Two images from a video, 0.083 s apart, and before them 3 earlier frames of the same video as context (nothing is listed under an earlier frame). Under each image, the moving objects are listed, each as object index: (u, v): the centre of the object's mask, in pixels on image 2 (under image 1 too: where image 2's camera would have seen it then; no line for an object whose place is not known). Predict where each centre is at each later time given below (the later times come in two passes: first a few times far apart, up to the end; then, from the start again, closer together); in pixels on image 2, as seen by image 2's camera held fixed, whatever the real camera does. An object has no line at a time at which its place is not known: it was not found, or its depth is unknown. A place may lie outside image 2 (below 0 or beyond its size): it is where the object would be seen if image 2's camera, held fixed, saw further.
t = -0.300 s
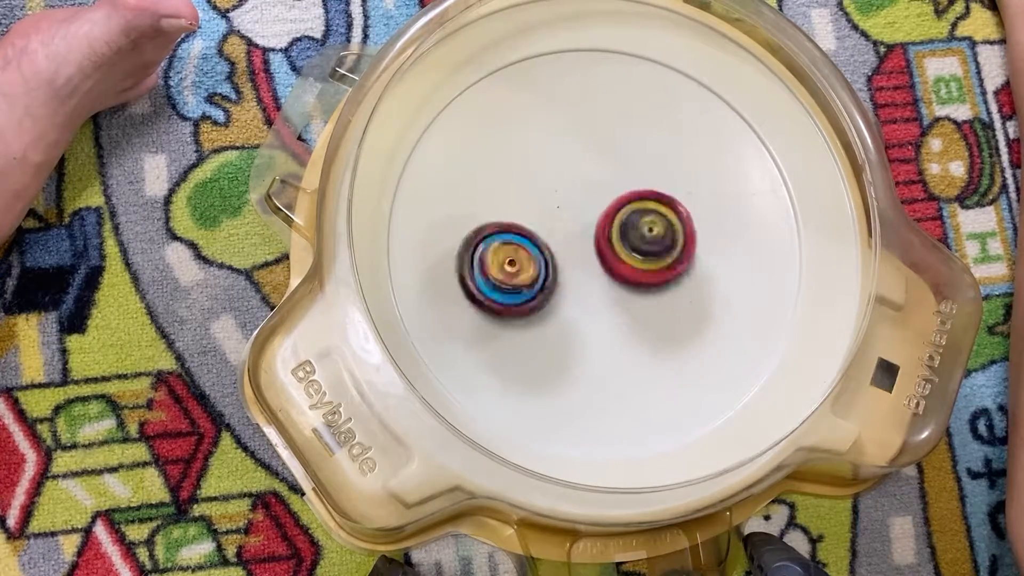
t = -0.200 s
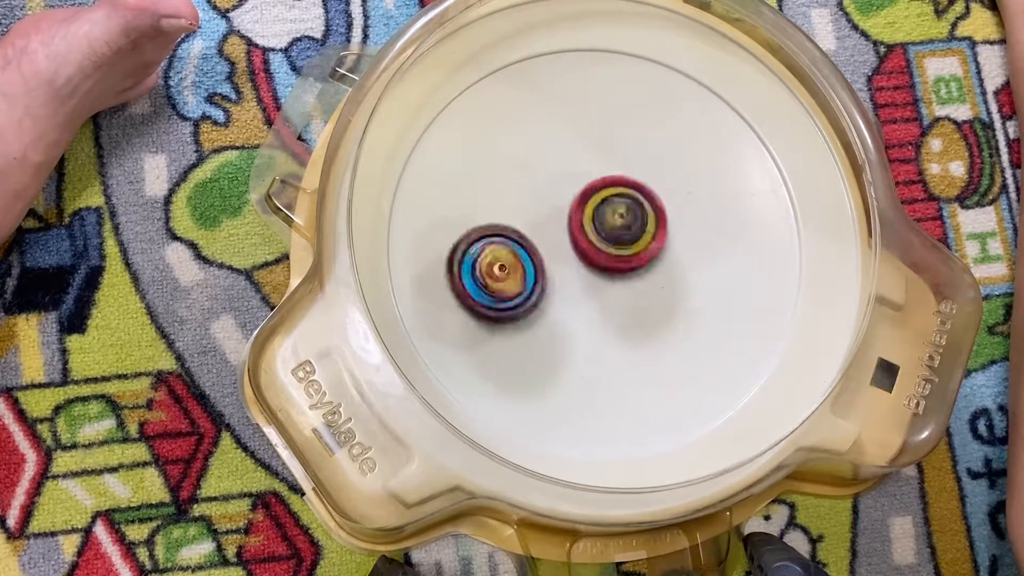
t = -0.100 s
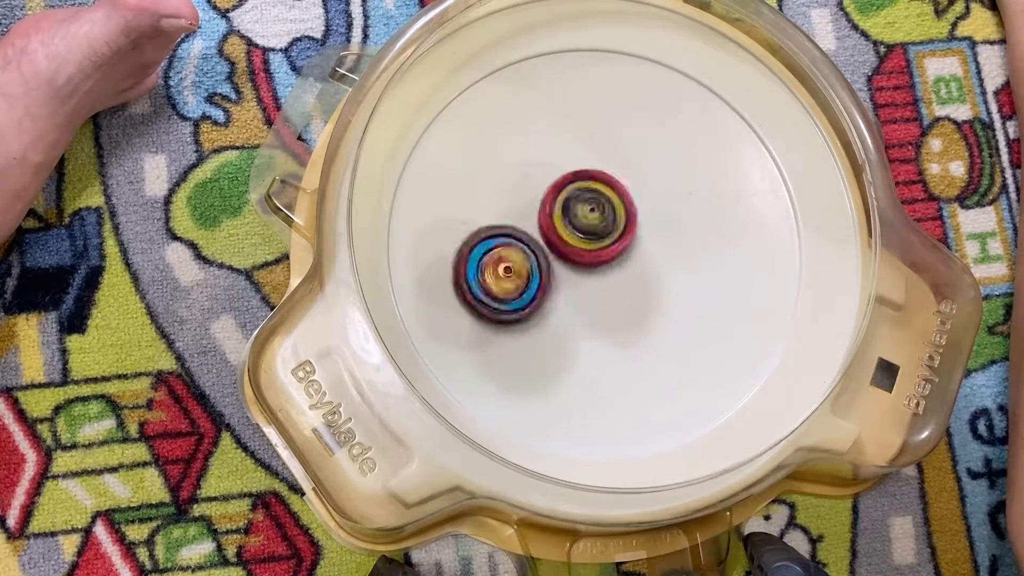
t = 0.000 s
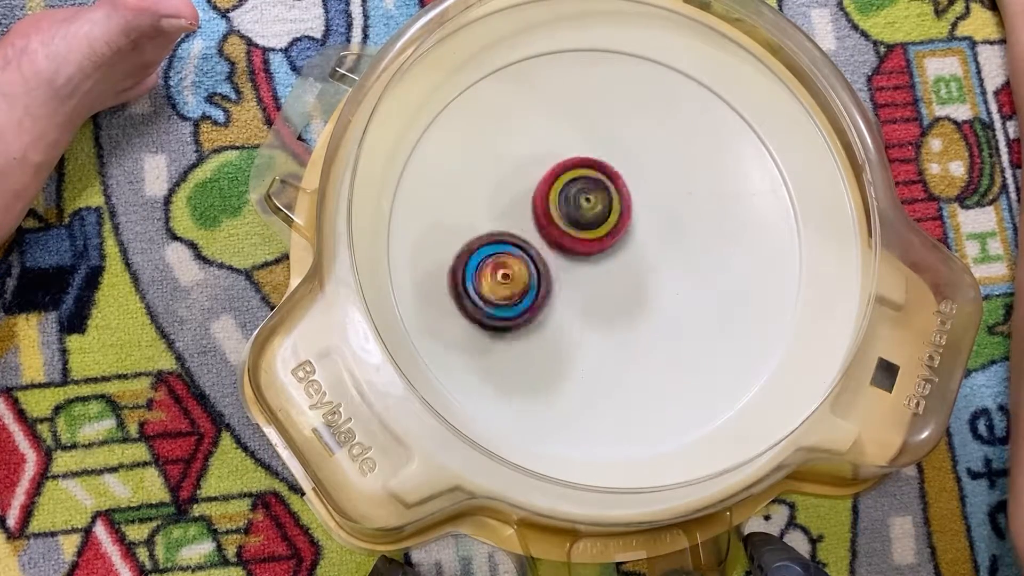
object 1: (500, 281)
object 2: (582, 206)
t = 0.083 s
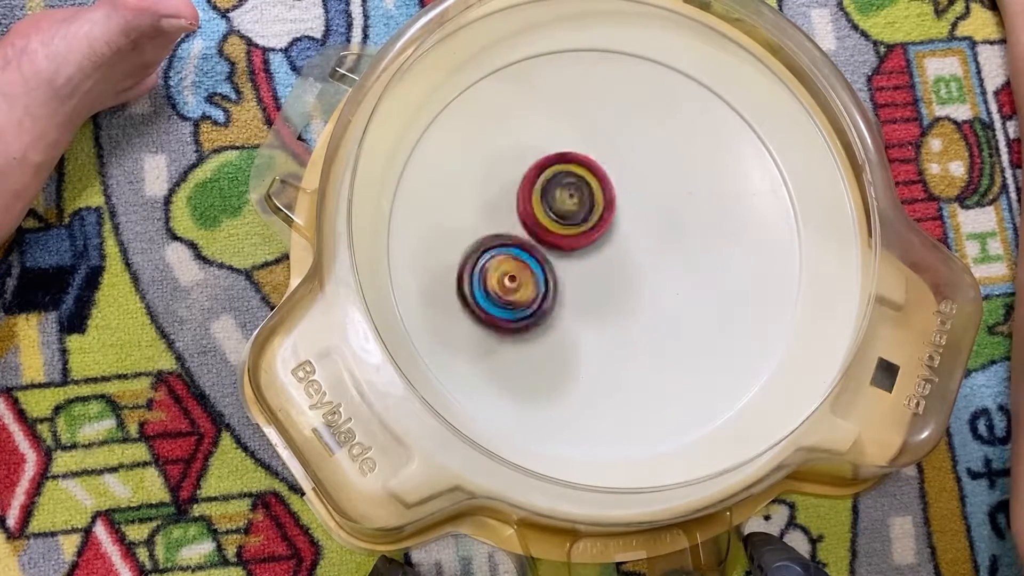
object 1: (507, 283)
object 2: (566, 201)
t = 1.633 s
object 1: (571, 377)
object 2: (569, 188)
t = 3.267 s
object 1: (557, 239)
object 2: (661, 253)
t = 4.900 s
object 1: (657, 195)
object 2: (578, 241)
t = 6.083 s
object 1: (564, 297)
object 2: (624, 234)
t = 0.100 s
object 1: (509, 285)
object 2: (562, 201)
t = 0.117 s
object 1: (510, 286)
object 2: (560, 200)
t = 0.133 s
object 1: (509, 289)
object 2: (561, 197)
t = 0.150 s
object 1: (510, 295)
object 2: (561, 194)
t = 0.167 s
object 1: (511, 298)
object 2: (561, 192)
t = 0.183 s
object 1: (512, 302)
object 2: (561, 190)
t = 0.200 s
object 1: (515, 306)
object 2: (561, 190)
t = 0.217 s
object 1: (517, 310)
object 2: (560, 188)
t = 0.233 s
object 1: (520, 312)
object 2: (560, 188)
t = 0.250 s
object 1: (524, 316)
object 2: (559, 189)
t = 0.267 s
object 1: (527, 318)
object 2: (560, 189)
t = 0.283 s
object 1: (531, 320)
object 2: (560, 190)
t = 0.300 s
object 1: (536, 321)
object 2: (560, 190)
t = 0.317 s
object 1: (540, 322)
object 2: (561, 192)
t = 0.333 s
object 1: (544, 322)
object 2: (561, 192)
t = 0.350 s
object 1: (551, 322)
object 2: (563, 194)
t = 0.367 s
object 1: (555, 322)
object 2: (565, 196)
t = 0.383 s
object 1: (560, 321)
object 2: (567, 197)
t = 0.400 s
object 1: (566, 319)
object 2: (569, 199)
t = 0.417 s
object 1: (571, 318)
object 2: (572, 201)
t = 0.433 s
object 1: (576, 315)
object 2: (575, 203)
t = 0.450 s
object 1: (582, 311)
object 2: (578, 204)
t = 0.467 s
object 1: (587, 309)
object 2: (582, 206)
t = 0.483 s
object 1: (592, 305)
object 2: (585, 206)
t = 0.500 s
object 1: (595, 305)
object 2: (590, 204)
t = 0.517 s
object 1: (599, 303)
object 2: (594, 202)
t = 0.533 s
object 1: (604, 302)
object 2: (597, 200)
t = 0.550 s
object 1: (609, 301)
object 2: (601, 199)
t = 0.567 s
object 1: (613, 300)
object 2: (604, 197)
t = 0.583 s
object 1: (617, 297)
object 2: (608, 196)
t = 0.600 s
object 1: (621, 294)
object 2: (611, 193)
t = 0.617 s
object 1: (626, 291)
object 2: (614, 192)
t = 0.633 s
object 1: (629, 290)
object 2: (616, 190)
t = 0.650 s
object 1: (633, 286)
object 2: (619, 188)
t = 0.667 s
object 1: (636, 284)
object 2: (622, 185)
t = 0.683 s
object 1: (639, 282)
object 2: (624, 181)
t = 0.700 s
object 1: (642, 280)
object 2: (627, 178)
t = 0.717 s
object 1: (646, 280)
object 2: (628, 175)
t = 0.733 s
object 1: (649, 277)
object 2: (631, 172)
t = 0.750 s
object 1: (650, 274)
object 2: (631, 169)
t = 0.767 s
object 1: (654, 272)
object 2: (633, 166)
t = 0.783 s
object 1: (656, 269)
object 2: (633, 164)
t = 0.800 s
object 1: (657, 267)
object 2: (634, 161)
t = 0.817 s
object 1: (658, 264)
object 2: (634, 158)
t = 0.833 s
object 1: (659, 260)
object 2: (634, 156)
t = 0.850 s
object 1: (660, 257)
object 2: (634, 154)
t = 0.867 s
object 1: (659, 253)
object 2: (632, 152)
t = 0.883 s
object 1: (659, 251)
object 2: (630, 151)
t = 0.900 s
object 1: (659, 249)
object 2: (628, 149)
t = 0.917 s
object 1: (658, 251)
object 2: (626, 143)
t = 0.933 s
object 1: (657, 251)
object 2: (622, 137)
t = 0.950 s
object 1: (656, 252)
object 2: (620, 132)
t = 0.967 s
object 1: (655, 252)
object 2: (618, 130)
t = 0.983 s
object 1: (653, 253)
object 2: (614, 127)
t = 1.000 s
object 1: (652, 254)
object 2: (611, 126)
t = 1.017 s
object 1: (649, 255)
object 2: (606, 125)
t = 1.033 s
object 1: (648, 255)
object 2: (603, 124)
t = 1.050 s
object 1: (646, 254)
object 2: (599, 125)
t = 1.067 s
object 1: (644, 255)
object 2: (595, 126)
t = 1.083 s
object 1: (641, 256)
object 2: (591, 128)
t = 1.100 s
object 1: (638, 257)
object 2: (587, 130)
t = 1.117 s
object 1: (635, 257)
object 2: (585, 133)
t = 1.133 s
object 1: (632, 258)
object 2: (581, 137)
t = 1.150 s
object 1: (630, 259)
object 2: (578, 141)
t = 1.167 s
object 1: (626, 260)
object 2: (576, 146)
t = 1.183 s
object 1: (623, 260)
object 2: (574, 150)
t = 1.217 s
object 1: (619, 262)
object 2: (571, 161)
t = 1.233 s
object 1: (614, 262)
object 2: (571, 165)
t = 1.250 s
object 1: (611, 262)
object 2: (570, 171)
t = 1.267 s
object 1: (610, 274)
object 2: (570, 166)
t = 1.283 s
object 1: (608, 289)
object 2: (569, 156)
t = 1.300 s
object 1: (607, 303)
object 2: (569, 147)
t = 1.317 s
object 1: (605, 312)
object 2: (569, 140)
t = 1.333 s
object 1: (603, 317)
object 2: (569, 134)
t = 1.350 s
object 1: (601, 322)
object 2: (569, 130)
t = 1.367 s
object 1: (600, 326)
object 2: (569, 128)
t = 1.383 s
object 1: (599, 332)
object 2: (569, 127)
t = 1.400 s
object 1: (597, 336)
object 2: (569, 129)
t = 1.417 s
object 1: (597, 341)
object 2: (568, 132)
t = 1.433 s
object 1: (596, 345)
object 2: (567, 135)
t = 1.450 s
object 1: (595, 350)
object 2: (566, 139)
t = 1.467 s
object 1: (593, 354)
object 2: (565, 143)
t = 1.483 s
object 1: (592, 357)
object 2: (565, 147)
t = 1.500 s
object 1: (590, 361)
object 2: (564, 152)
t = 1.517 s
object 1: (588, 364)
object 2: (564, 156)
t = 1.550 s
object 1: (583, 371)
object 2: (565, 165)
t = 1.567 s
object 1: (581, 373)
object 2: (566, 170)
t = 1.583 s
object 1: (579, 375)
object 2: (567, 174)
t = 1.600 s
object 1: (576, 376)
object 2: (567, 179)
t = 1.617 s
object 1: (574, 377)
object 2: (568, 183)
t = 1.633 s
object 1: (571, 377)
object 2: (569, 188)
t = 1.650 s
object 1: (570, 377)
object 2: (570, 192)
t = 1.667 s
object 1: (567, 377)
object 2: (571, 196)
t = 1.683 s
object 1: (565, 375)
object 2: (572, 201)
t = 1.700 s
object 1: (564, 373)
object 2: (573, 206)
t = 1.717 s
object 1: (563, 371)
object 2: (575, 210)
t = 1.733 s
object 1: (562, 369)
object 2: (576, 214)
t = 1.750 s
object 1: (560, 367)
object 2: (577, 219)
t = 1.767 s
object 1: (559, 363)
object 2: (578, 222)
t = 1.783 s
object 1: (558, 358)
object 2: (579, 227)
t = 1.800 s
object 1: (559, 354)
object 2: (580, 231)
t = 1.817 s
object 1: (559, 351)
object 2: (582, 235)
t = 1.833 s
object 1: (559, 348)
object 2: (583, 240)
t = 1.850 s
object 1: (559, 344)
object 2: (584, 244)
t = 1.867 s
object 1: (558, 339)
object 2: (586, 247)
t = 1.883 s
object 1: (552, 344)
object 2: (593, 240)
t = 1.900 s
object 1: (544, 348)
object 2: (601, 232)
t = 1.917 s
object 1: (541, 348)
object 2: (609, 224)
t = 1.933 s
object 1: (539, 349)
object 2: (616, 216)
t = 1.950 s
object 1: (538, 349)
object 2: (623, 210)
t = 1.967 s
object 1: (539, 350)
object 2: (629, 205)
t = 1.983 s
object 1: (538, 352)
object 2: (634, 201)
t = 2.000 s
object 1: (536, 352)
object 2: (638, 199)
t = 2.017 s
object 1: (535, 351)
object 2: (640, 199)
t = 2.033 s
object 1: (534, 348)
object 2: (642, 198)
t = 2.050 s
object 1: (534, 345)
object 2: (644, 197)
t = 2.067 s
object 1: (537, 345)
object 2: (645, 197)
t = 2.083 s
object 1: (537, 345)
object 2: (647, 195)
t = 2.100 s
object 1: (537, 344)
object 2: (649, 195)
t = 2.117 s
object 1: (537, 342)
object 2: (650, 195)
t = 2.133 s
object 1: (537, 337)
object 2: (651, 195)
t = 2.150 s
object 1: (539, 332)
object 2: (652, 194)
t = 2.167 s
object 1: (542, 327)
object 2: (652, 195)
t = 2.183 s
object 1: (545, 324)
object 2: (652, 195)
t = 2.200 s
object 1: (548, 322)
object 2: (651, 195)
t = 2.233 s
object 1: (553, 316)
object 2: (650, 198)
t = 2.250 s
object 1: (557, 313)
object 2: (650, 199)
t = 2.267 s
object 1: (559, 309)
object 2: (648, 201)
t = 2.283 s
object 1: (562, 304)
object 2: (647, 202)
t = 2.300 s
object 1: (567, 300)
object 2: (647, 205)
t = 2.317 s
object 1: (571, 295)
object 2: (645, 208)
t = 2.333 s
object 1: (575, 290)
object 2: (644, 211)
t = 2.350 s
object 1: (580, 287)
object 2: (644, 213)
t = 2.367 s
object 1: (578, 285)
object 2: (647, 214)
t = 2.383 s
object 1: (577, 281)
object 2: (649, 213)
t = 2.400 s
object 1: (573, 280)
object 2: (656, 211)
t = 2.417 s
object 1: (570, 277)
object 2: (660, 209)
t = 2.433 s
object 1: (571, 275)
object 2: (664, 208)
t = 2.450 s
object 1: (572, 274)
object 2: (666, 206)
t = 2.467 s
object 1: (572, 274)
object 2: (668, 206)
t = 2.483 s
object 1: (572, 274)
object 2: (671, 204)
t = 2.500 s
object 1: (571, 274)
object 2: (673, 203)
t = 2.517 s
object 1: (569, 273)
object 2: (675, 202)
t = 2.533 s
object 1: (568, 270)
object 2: (677, 200)
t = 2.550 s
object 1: (568, 268)
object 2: (679, 199)
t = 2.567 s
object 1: (570, 266)
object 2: (680, 198)
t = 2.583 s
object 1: (571, 265)
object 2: (681, 197)
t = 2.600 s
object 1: (572, 264)
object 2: (681, 196)
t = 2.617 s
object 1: (573, 265)
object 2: (681, 196)
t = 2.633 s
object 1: (573, 264)
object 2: (680, 195)
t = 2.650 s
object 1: (573, 263)
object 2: (680, 195)
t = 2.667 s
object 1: (573, 261)
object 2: (678, 196)
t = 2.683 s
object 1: (574, 259)
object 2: (676, 197)
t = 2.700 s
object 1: (576, 256)
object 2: (674, 197)
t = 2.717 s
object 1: (579, 254)
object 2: (673, 199)
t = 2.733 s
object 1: (581, 253)
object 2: (670, 200)
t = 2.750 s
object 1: (583, 253)
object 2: (668, 202)
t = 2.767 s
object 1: (582, 253)
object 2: (668, 203)
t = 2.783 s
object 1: (574, 254)
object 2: (672, 204)
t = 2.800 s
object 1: (567, 252)
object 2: (675, 204)
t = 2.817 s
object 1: (563, 249)
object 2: (678, 205)
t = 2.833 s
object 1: (560, 244)
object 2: (680, 206)
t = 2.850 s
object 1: (560, 241)
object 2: (681, 206)
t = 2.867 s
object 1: (559, 241)
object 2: (683, 206)
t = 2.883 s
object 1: (557, 241)
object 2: (685, 208)
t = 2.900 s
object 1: (556, 242)
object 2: (686, 208)
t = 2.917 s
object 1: (553, 242)
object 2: (687, 209)
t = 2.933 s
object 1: (551, 242)
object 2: (688, 212)
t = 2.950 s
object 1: (548, 242)
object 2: (688, 213)
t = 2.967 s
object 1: (546, 242)
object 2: (688, 214)
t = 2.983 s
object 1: (543, 241)
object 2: (689, 216)
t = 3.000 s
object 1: (543, 240)
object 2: (688, 218)
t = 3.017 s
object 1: (542, 240)
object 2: (687, 219)
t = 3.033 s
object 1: (542, 240)
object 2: (687, 221)
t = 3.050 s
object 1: (541, 240)
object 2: (685, 225)
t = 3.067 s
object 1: (541, 239)
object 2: (683, 226)
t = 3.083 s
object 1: (541, 239)
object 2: (682, 227)
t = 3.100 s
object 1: (541, 239)
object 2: (681, 230)
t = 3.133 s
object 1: (543, 238)
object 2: (677, 235)
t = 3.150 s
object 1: (544, 239)
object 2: (676, 237)
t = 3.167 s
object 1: (545, 239)
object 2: (674, 240)
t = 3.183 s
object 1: (545, 239)
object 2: (672, 242)
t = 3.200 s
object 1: (546, 238)
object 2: (670, 244)
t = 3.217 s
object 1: (548, 238)
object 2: (668, 246)
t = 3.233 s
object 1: (551, 238)
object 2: (665, 248)
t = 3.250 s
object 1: (553, 238)
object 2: (663, 250)
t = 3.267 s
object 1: (557, 239)
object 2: (661, 253)
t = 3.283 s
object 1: (559, 240)
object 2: (659, 256)
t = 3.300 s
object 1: (557, 239)
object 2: (665, 262)
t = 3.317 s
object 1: (554, 238)
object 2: (669, 268)
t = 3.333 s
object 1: (552, 235)
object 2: (675, 272)
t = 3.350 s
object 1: (552, 233)
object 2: (680, 278)
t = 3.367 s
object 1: (554, 230)
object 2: (682, 281)
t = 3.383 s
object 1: (555, 229)
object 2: (683, 284)
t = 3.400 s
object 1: (558, 229)
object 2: (685, 286)
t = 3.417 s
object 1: (561, 230)
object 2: (686, 289)
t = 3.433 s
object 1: (564, 231)
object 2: (687, 290)
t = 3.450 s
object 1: (566, 233)
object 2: (688, 292)
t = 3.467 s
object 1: (566, 234)
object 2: (690, 294)
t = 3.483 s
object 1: (566, 234)
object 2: (690, 297)
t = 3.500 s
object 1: (566, 235)
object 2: (690, 300)
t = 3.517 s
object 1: (565, 236)
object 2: (691, 301)
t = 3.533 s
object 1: (565, 237)
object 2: (691, 304)
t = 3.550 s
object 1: (565, 237)
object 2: (691, 306)
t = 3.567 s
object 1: (567, 237)
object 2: (690, 308)
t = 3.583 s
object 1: (570, 236)
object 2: (689, 310)
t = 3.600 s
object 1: (573, 236)
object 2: (688, 312)
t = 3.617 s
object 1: (576, 238)
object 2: (687, 314)
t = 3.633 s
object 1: (579, 240)
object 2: (685, 316)
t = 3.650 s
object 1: (582, 242)
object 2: (684, 317)
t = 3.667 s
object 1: (584, 243)
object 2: (682, 318)
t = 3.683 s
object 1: (587, 246)
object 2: (678, 319)
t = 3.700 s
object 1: (589, 249)
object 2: (676, 320)
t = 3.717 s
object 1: (590, 252)
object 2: (674, 320)
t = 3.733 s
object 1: (590, 254)
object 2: (671, 322)
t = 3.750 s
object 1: (589, 253)
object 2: (671, 327)
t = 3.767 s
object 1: (587, 251)
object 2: (670, 330)
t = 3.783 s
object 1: (584, 250)
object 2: (669, 333)
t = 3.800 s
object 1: (583, 247)
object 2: (668, 337)
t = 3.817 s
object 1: (584, 245)
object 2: (667, 337)
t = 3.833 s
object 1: (585, 244)
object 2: (666, 339)
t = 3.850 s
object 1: (587, 242)
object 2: (665, 340)
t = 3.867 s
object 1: (590, 241)
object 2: (664, 343)
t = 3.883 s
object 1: (594, 242)
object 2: (663, 343)
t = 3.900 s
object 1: (596, 243)
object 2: (661, 344)
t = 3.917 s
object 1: (599, 243)
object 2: (659, 345)
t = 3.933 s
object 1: (602, 245)
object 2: (656, 346)
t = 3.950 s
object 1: (605, 247)
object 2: (654, 346)
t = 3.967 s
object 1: (607, 250)
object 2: (652, 346)
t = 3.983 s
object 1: (608, 252)
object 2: (649, 345)
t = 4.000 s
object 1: (608, 253)
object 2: (646, 345)
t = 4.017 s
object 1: (608, 252)
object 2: (644, 346)
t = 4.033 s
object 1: (609, 247)
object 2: (641, 347)
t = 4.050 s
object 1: (610, 242)
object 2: (637, 347)
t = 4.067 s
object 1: (610, 238)
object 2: (634, 348)
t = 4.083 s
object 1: (612, 234)
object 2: (632, 346)
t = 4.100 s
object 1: (614, 231)
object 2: (629, 345)
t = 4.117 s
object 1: (617, 229)
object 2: (627, 344)
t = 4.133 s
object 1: (620, 226)
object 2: (625, 344)
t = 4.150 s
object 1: (623, 224)
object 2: (623, 342)
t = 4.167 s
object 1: (626, 223)
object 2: (620, 340)
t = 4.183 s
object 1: (629, 223)
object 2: (619, 338)
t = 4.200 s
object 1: (630, 225)
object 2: (617, 336)
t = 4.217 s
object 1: (631, 226)
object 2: (615, 334)
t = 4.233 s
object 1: (632, 227)
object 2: (613, 331)
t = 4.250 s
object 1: (633, 228)
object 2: (612, 329)
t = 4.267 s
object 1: (633, 227)
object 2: (611, 326)
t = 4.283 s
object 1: (633, 226)
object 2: (610, 324)
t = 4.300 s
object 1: (632, 225)
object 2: (609, 321)
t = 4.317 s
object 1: (632, 224)
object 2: (608, 318)
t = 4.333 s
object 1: (631, 222)
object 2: (608, 315)
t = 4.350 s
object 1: (631, 220)
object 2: (605, 314)
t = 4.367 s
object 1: (633, 216)
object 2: (601, 313)
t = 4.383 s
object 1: (635, 212)
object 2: (598, 311)
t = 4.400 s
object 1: (636, 208)
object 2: (595, 308)
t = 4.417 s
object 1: (637, 205)
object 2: (594, 305)
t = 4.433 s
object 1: (637, 203)
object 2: (594, 302)
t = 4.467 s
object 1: (637, 199)
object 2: (593, 297)
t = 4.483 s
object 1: (637, 199)
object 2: (593, 294)
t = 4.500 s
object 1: (637, 199)
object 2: (592, 289)
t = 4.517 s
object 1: (637, 199)
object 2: (591, 284)
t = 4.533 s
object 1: (636, 199)
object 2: (590, 280)
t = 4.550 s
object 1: (638, 196)
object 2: (588, 278)
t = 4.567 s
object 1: (640, 194)
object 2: (585, 277)
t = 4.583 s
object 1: (641, 194)
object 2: (584, 275)
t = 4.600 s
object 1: (641, 194)
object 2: (584, 272)
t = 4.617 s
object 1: (641, 194)
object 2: (584, 270)
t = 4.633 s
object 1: (640, 194)
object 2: (585, 267)
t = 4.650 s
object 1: (640, 194)
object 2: (585, 266)
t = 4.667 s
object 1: (640, 194)
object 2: (586, 264)
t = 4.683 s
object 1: (641, 193)
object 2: (585, 263)
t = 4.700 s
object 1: (642, 192)
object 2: (585, 262)
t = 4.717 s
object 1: (642, 191)
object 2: (584, 261)
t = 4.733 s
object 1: (643, 192)
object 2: (585, 259)
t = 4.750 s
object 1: (644, 191)
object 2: (584, 257)
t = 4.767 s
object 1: (646, 190)
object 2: (583, 256)
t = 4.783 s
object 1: (647, 190)
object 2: (582, 254)
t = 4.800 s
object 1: (648, 190)
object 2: (583, 252)
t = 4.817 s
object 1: (649, 191)
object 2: (583, 250)
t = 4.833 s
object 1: (650, 191)
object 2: (583, 249)
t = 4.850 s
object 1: (652, 191)
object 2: (582, 247)
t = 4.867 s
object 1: (654, 193)
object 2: (580, 245)
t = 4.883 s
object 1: (656, 193)
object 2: (580, 243)
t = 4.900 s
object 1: (657, 195)
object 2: (578, 241)
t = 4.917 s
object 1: (658, 196)
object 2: (578, 241)
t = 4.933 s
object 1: (659, 198)
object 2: (577, 239)
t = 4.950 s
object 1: (660, 200)
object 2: (576, 238)
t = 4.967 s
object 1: (661, 202)
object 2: (576, 237)
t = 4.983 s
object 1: (662, 204)
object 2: (575, 235)
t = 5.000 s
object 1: (662, 207)
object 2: (574, 234)
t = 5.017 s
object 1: (662, 210)
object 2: (574, 233)
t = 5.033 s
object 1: (662, 213)
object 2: (573, 232)
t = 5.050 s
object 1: (663, 216)
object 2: (572, 231)
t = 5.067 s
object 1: (663, 219)
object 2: (570, 229)
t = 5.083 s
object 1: (664, 222)
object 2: (568, 228)
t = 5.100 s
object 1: (662, 226)
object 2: (568, 227)
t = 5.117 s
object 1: (661, 229)
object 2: (567, 226)
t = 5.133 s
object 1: (659, 233)
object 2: (566, 226)
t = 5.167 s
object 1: (656, 239)
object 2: (560, 222)
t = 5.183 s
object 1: (654, 242)
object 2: (558, 220)
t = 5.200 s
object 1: (653, 244)
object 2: (558, 219)
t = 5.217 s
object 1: (650, 247)
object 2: (557, 218)
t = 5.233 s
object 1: (648, 249)
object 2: (556, 218)
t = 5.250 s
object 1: (645, 252)
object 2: (555, 218)
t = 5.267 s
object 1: (642, 253)
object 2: (553, 218)
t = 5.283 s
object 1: (639, 255)
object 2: (551, 216)
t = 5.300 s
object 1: (637, 256)
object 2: (550, 214)
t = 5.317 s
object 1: (635, 257)
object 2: (549, 212)
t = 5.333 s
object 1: (633, 258)
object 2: (549, 211)
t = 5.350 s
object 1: (631, 259)
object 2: (549, 211)
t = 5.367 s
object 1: (631, 260)
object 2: (549, 211)
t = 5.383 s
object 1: (629, 261)
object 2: (549, 210)
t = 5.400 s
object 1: (628, 261)
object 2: (549, 208)
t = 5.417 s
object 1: (627, 262)
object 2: (550, 207)
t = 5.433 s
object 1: (625, 263)
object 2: (551, 206)
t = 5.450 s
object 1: (623, 264)
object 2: (552, 205)
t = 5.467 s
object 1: (622, 266)
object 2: (552, 205)
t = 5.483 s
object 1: (621, 268)
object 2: (552, 203)
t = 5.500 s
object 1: (619, 270)
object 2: (554, 202)
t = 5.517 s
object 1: (617, 271)
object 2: (555, 201)
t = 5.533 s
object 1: (615, 272)
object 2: (556, 200)
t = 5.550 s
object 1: (613, 273)
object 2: (557, 200)
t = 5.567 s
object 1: (611, 274)
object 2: (558, 199)
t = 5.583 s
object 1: (610, 276)
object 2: (559, 198)
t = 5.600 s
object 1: (609, 278)
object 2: (561, 196)
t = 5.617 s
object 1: (607, 278)
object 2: (563, 196)
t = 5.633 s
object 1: (605, 279)
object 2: (564, 196)
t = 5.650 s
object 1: (604, 279)
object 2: (566, 197)
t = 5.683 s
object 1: (601, 279)
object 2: (566, 198)
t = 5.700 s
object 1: (599, 279)
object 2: (565, 198)
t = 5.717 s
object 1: (597, 278)
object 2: (565, 198)
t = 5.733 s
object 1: (596, 278)
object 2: (565, 199)
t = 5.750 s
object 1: (595, 279)
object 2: (565, 199)
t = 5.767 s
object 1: (594, 280)
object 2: (566, 200)
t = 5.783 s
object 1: (593, 284)
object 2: (569, 199)
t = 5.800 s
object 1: (591, 289)
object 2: (573, 198)
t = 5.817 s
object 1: (590, 292)
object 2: (576, 198)
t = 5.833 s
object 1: (588, 294)
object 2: (578, 198)
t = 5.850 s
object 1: (587, 296)
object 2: (580, 200)
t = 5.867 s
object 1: (585, 296)
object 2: (582, 202)
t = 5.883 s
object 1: (583, 296)
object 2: (585, 204)
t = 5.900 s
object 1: (582, 296)
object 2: (587, 206)
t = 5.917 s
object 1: (580, 295)
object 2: (590, 208)
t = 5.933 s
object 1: (579, 295)
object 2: (593, 210)
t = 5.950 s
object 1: (578, 295)
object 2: (597, 212)
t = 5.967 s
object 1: (576, 294)
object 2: (600, 215)
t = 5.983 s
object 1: (574, 296)
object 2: (605, 218)
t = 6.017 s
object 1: (570, 298)
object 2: (611, 224)
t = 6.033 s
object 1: (569, 297)
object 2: (613, 227)
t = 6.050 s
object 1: (568, 297)
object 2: (616, 230)
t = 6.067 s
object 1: (567, 296)
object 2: (620, 232)
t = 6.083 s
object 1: (564, 297)
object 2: (624, 234)
